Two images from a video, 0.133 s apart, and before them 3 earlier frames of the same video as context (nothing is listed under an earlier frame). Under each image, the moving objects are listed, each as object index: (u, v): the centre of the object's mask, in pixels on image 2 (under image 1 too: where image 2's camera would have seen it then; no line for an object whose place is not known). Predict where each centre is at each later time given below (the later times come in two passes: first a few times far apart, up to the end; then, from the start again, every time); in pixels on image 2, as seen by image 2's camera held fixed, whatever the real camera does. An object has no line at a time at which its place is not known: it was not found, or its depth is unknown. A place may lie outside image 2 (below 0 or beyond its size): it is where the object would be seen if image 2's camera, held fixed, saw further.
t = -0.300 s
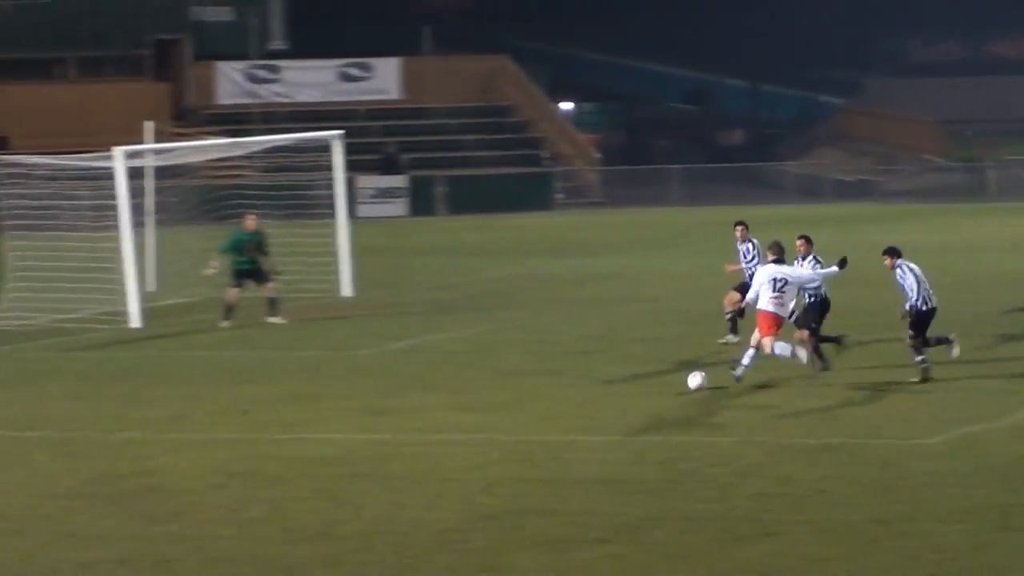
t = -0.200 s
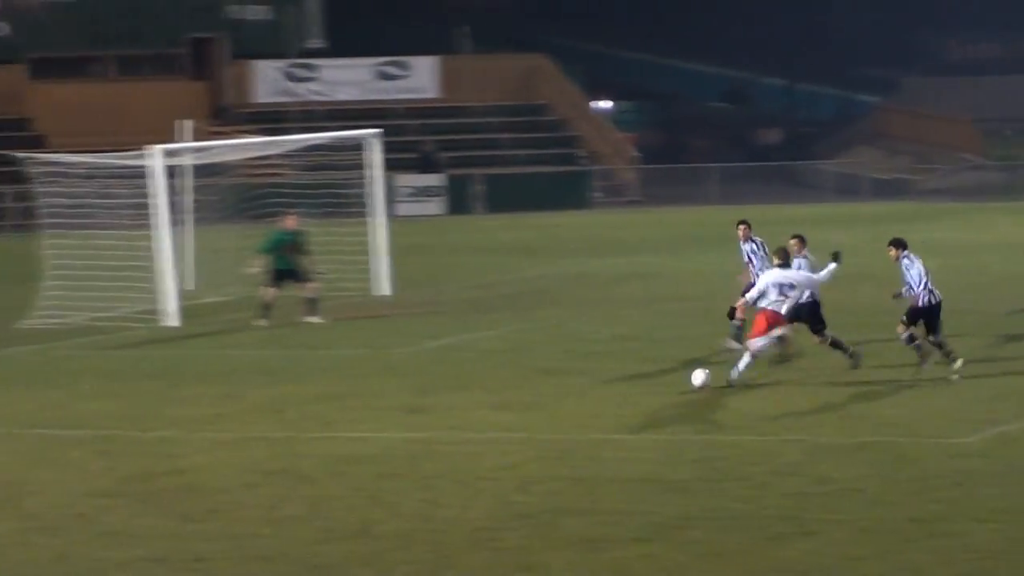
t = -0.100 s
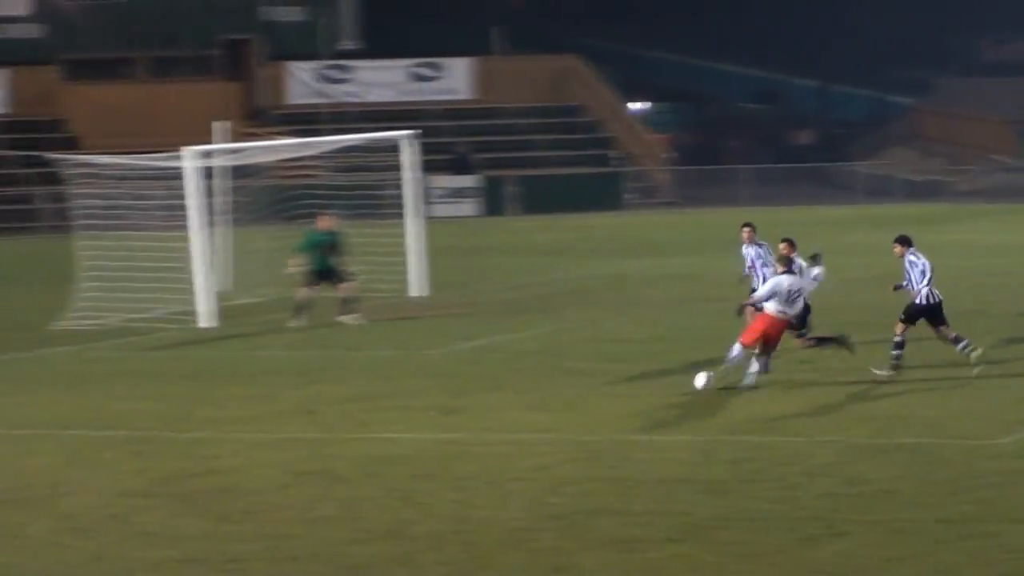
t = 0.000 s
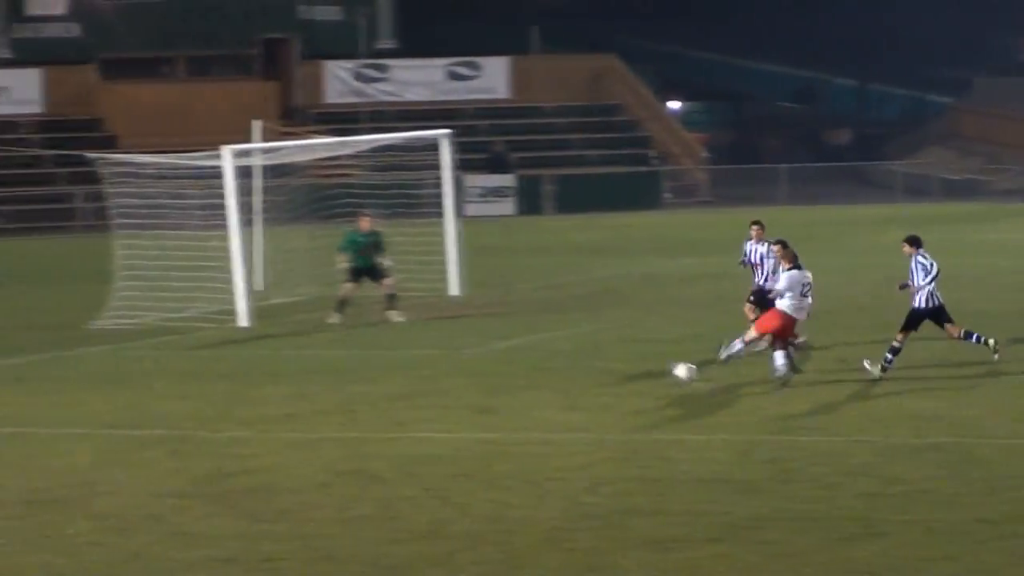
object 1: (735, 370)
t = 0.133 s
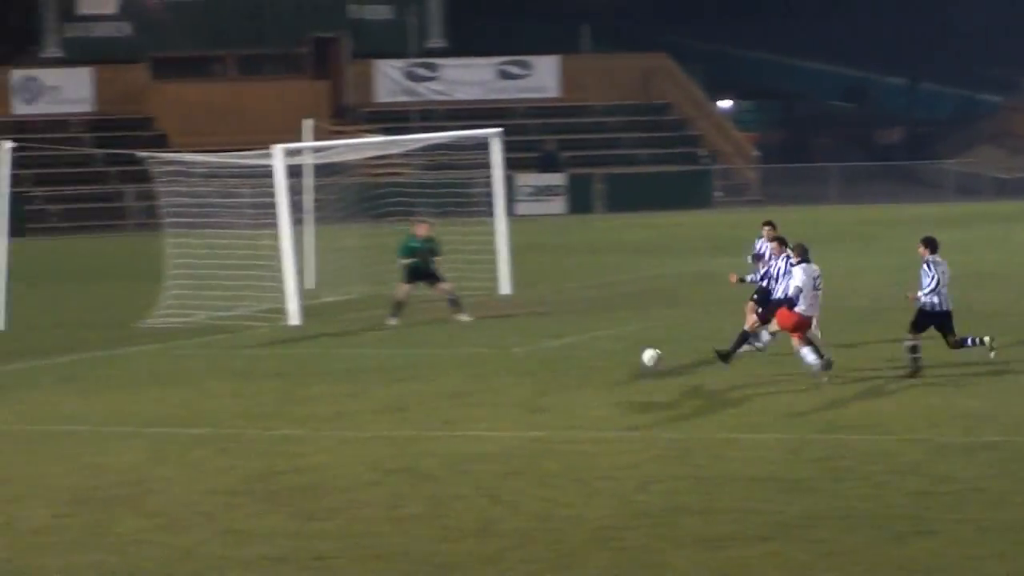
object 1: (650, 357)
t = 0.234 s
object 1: (596, 348)
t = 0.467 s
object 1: (481, 330)
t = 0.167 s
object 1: (632, 354)
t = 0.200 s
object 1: (614, 351)
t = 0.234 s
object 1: (596, 348)
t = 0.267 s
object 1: (578, 345)
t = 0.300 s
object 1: (562, 342)
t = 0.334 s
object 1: (544, 340)
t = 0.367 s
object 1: (528, 338)
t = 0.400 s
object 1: (511, 337)
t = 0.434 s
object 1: (496, 334)
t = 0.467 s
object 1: (481, 330)
